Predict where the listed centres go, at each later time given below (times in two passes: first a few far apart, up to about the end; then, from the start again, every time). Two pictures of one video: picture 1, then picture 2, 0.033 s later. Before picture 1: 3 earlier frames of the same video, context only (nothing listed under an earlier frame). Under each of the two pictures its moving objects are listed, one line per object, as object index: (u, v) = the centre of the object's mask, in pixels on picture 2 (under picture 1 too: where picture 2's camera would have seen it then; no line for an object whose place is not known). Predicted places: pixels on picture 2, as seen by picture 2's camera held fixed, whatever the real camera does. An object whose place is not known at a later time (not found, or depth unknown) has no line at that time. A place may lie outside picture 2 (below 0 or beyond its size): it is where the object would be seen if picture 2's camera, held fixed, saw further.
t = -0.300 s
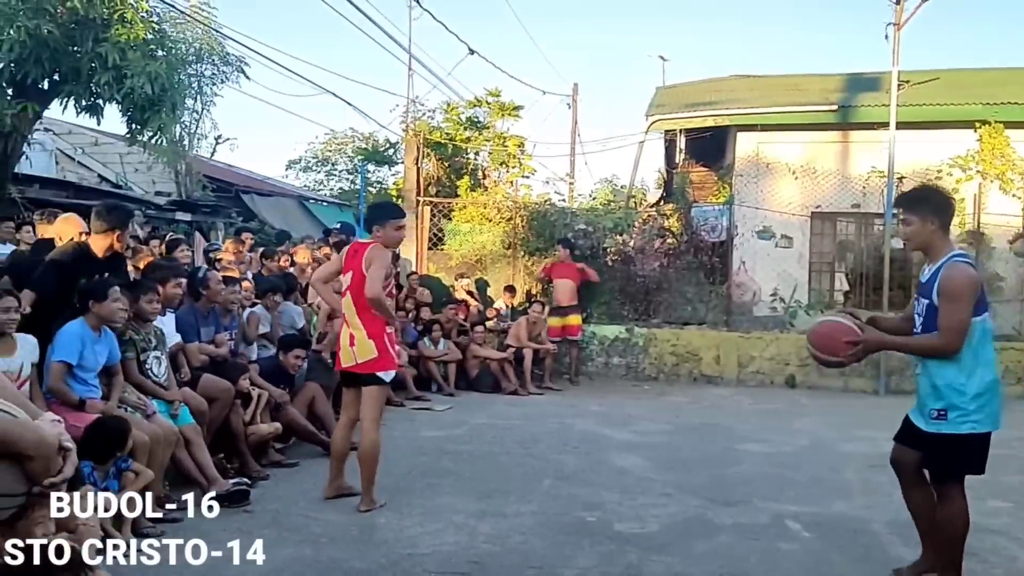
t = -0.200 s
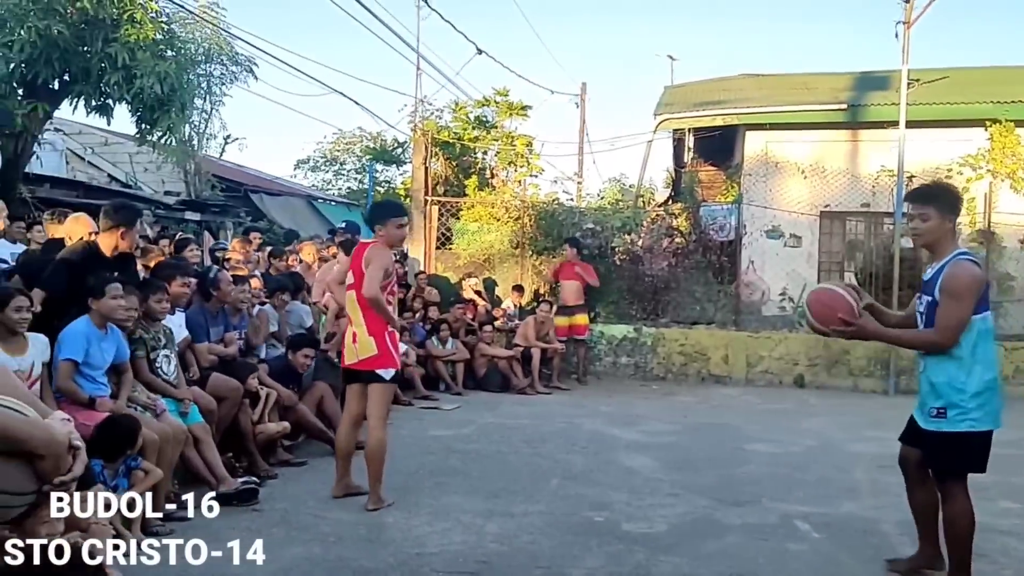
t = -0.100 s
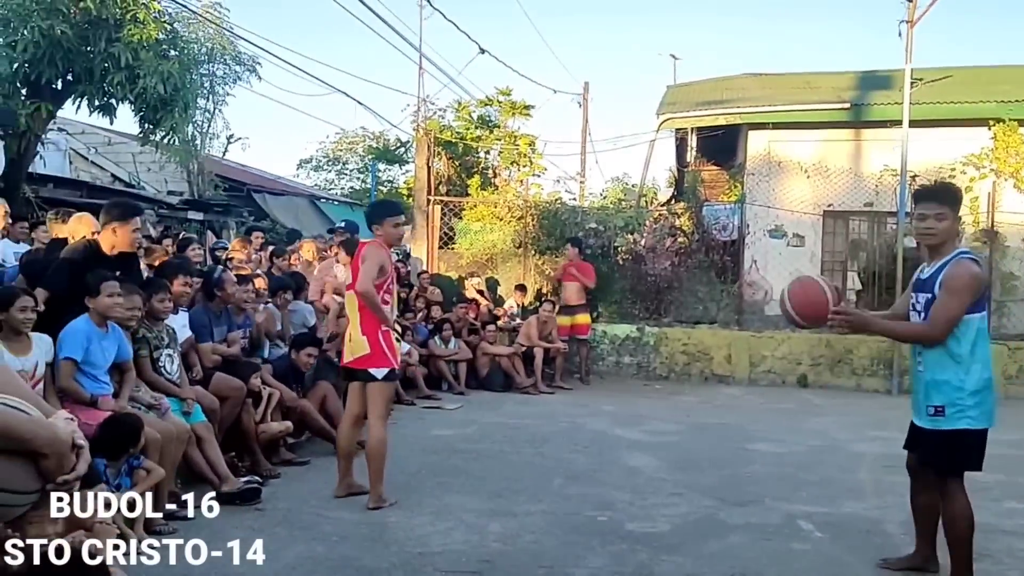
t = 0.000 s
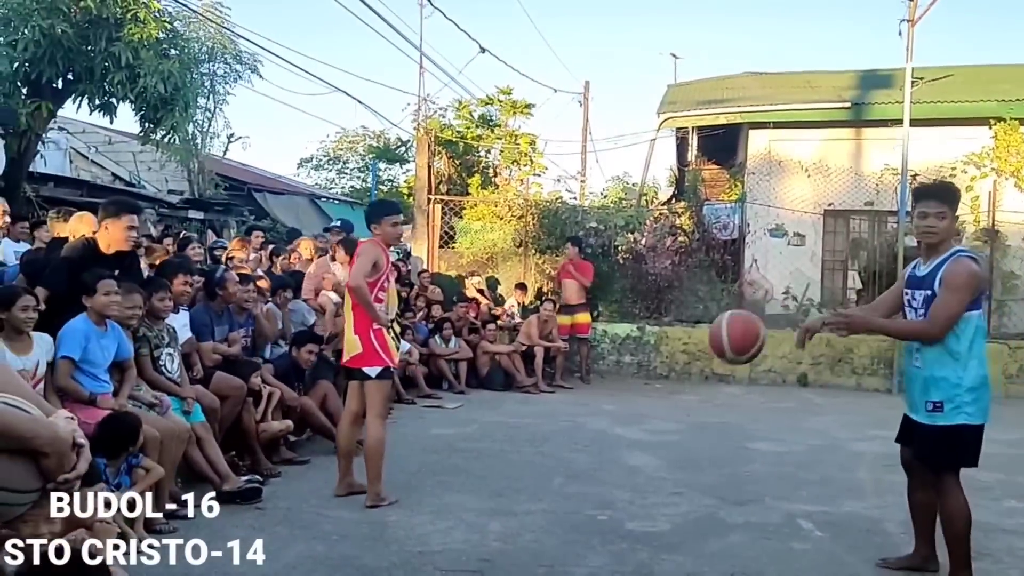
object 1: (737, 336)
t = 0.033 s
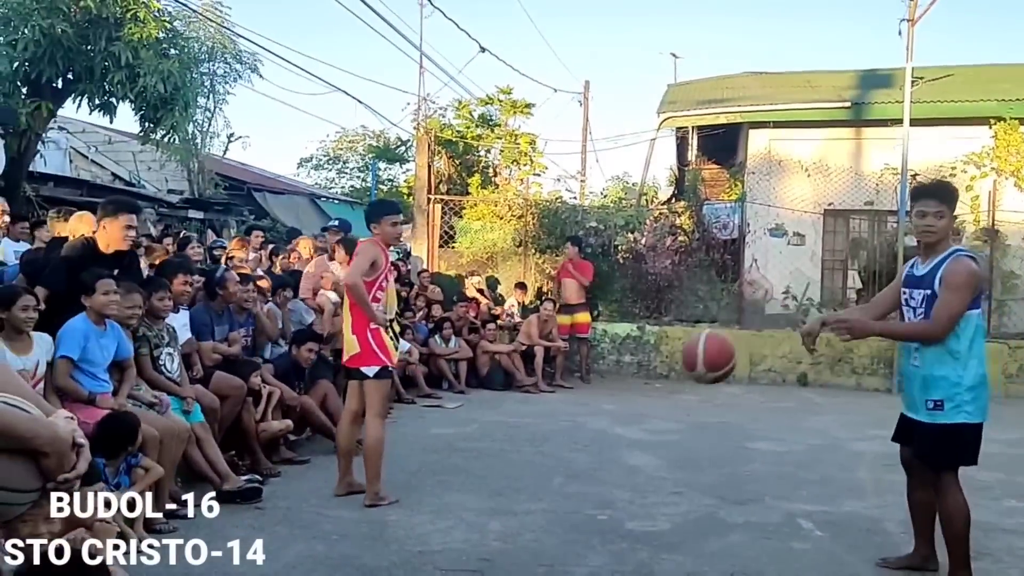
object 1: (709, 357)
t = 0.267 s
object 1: (541, 495)
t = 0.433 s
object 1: (494, 380)
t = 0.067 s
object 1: (682, 379)
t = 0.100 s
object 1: (655, 402)
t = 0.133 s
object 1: (629, 429)
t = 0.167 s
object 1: (602, 457)
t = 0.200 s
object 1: (577, 487)
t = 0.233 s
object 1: (552, 519)
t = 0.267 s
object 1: (541, 495)
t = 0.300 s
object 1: (532, 466)
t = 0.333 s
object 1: (522, 442)
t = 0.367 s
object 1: (513, 420)
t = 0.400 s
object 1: (503, 398)
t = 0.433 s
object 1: (494, 380)
